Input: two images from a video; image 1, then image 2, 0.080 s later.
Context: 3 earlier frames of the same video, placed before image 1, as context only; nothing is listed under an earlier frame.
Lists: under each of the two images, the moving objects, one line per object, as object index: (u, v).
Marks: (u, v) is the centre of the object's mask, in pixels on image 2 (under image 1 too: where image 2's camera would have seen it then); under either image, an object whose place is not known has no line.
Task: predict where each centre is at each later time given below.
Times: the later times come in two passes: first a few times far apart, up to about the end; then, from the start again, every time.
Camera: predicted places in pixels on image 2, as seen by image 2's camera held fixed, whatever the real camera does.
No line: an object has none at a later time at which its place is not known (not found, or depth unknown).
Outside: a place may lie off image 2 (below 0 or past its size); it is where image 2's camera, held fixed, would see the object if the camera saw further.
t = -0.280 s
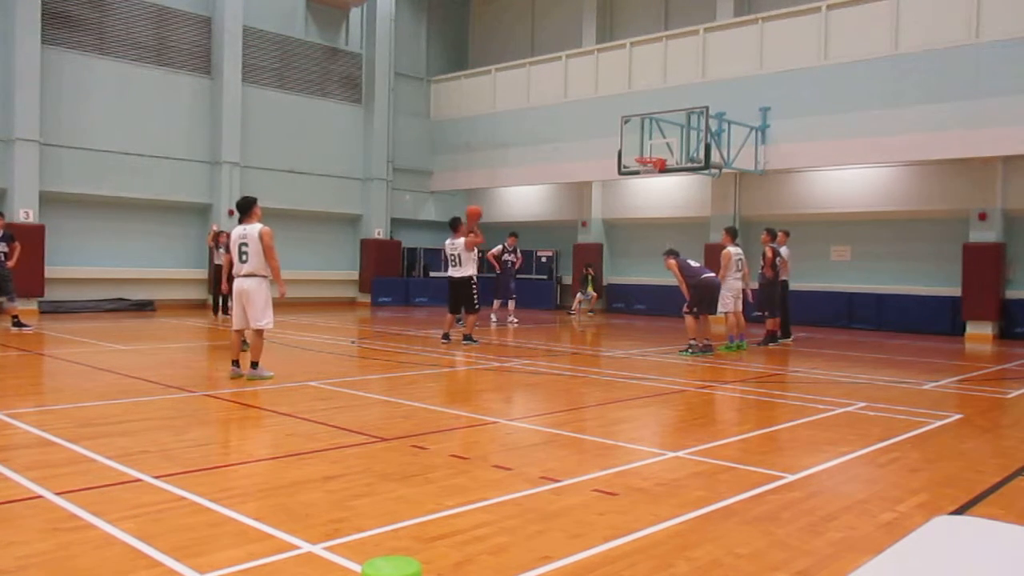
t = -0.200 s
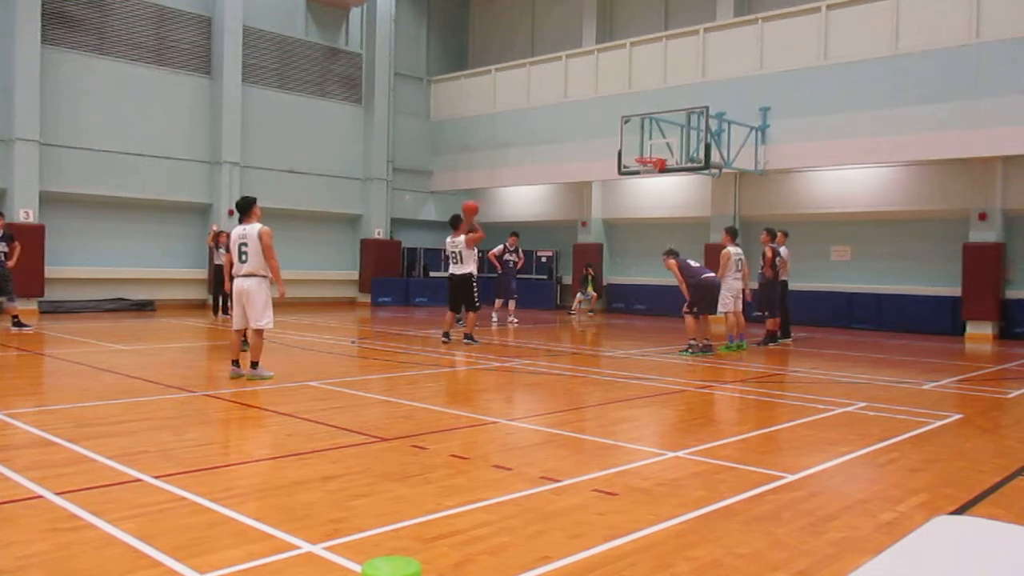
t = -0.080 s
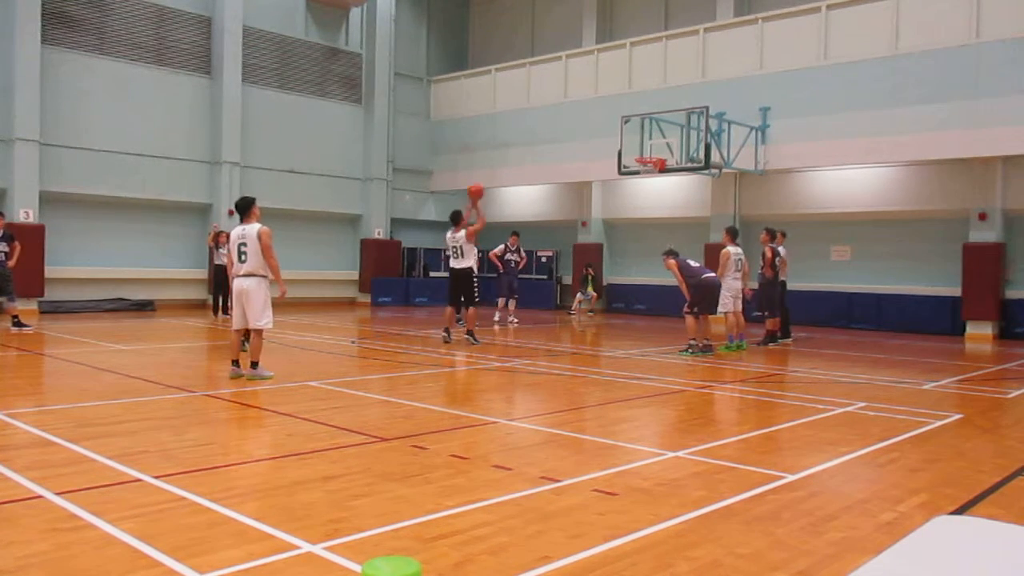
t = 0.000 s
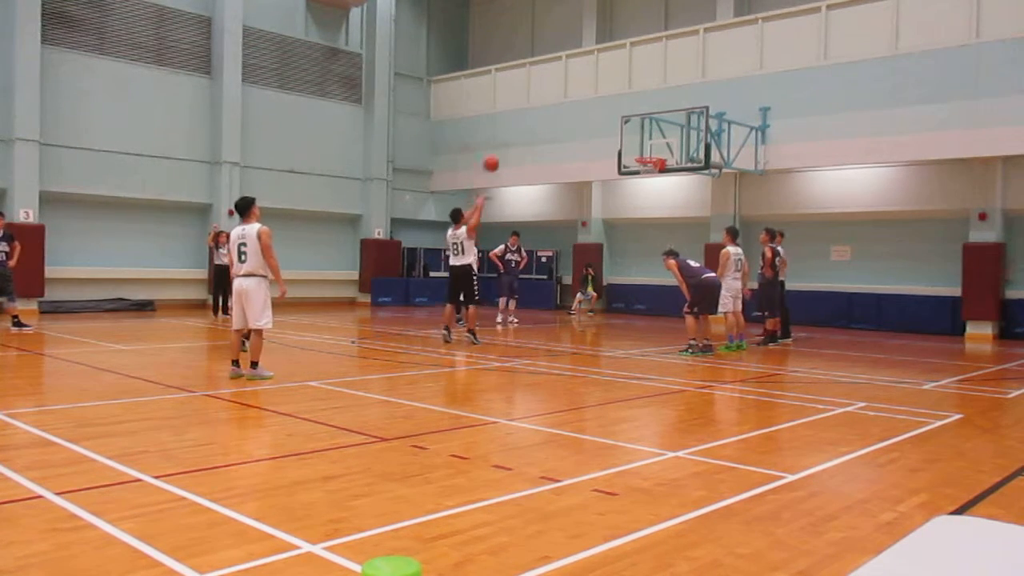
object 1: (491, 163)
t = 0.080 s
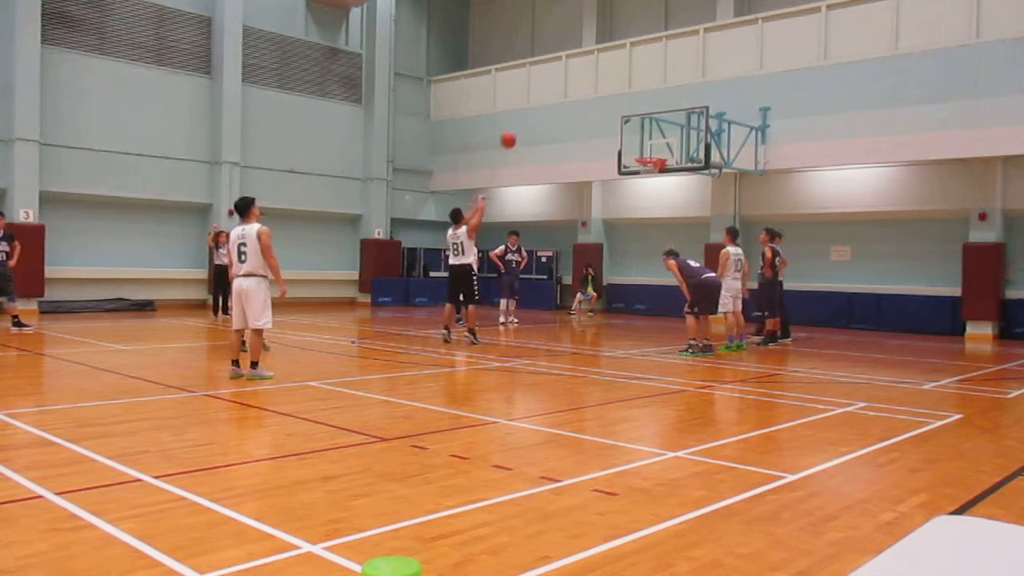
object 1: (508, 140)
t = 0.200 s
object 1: (532, 113)
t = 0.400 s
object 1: (567, 91)
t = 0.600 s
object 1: (600, 95)
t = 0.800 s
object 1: (628, 120)
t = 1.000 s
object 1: (655, 159)
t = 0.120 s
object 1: (516, 130)
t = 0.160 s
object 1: (524, 122)
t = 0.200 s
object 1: (532, 113)
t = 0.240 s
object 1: (539, 107)
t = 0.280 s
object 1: (546, 101)
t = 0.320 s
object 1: (554, 97)
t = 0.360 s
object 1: (560, 94)
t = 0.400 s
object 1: (567, 91)
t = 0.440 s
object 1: (574, 90)
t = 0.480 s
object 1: (581, 90)
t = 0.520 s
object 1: (587, 91)
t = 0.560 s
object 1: (593, 92)
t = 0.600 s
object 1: (600, 95)
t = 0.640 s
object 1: (606, 97)
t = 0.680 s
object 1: (612, 102)
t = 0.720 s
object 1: (617, 107)
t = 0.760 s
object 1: (623, 113)
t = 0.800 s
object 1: (628, 120)
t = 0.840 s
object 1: (633, 126)
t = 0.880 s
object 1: (639, 134)
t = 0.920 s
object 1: (644, 143)
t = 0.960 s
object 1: (648, 151)
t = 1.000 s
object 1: (655, 159)
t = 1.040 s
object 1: (647, 171)
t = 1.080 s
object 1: (643, 180)
